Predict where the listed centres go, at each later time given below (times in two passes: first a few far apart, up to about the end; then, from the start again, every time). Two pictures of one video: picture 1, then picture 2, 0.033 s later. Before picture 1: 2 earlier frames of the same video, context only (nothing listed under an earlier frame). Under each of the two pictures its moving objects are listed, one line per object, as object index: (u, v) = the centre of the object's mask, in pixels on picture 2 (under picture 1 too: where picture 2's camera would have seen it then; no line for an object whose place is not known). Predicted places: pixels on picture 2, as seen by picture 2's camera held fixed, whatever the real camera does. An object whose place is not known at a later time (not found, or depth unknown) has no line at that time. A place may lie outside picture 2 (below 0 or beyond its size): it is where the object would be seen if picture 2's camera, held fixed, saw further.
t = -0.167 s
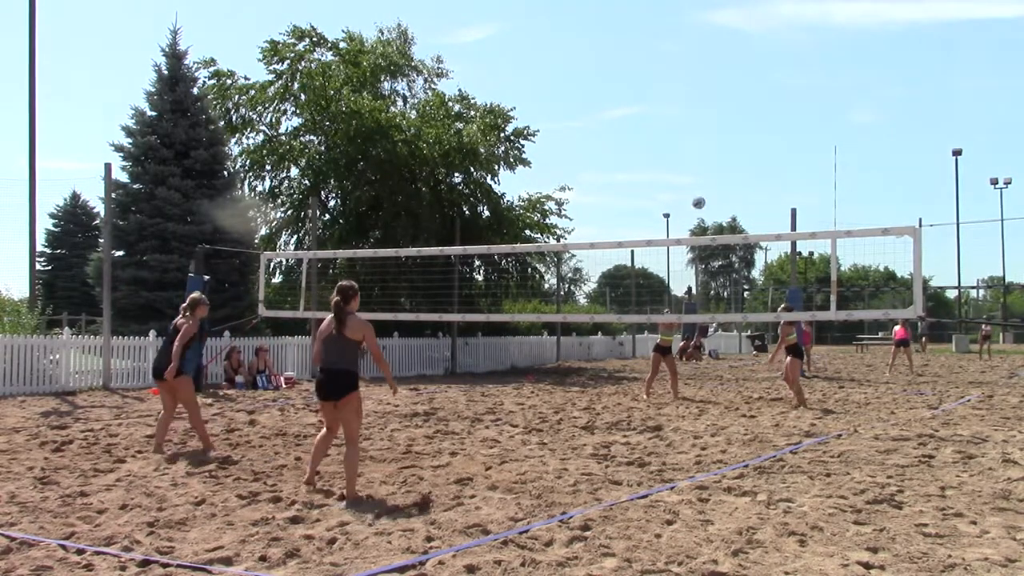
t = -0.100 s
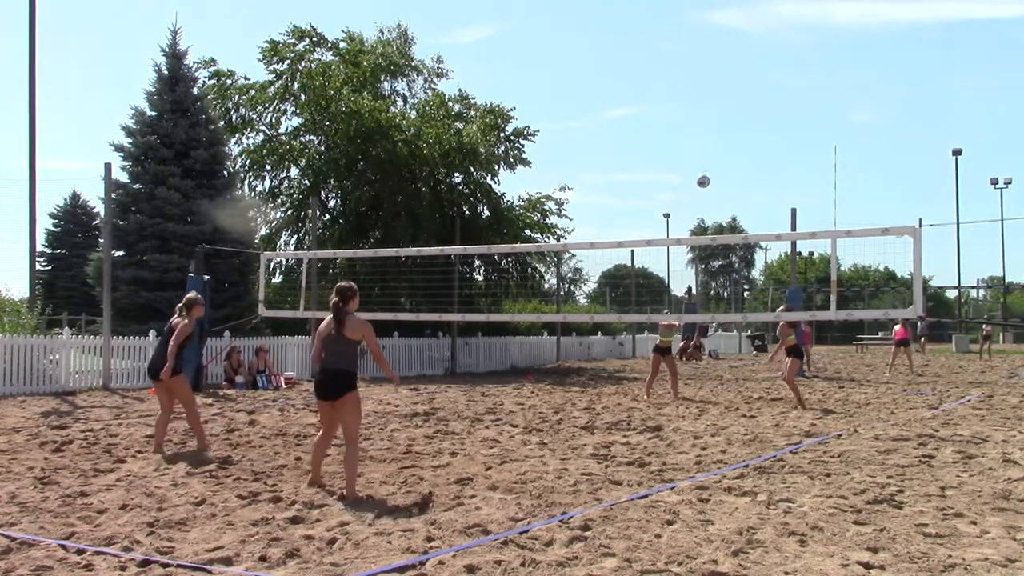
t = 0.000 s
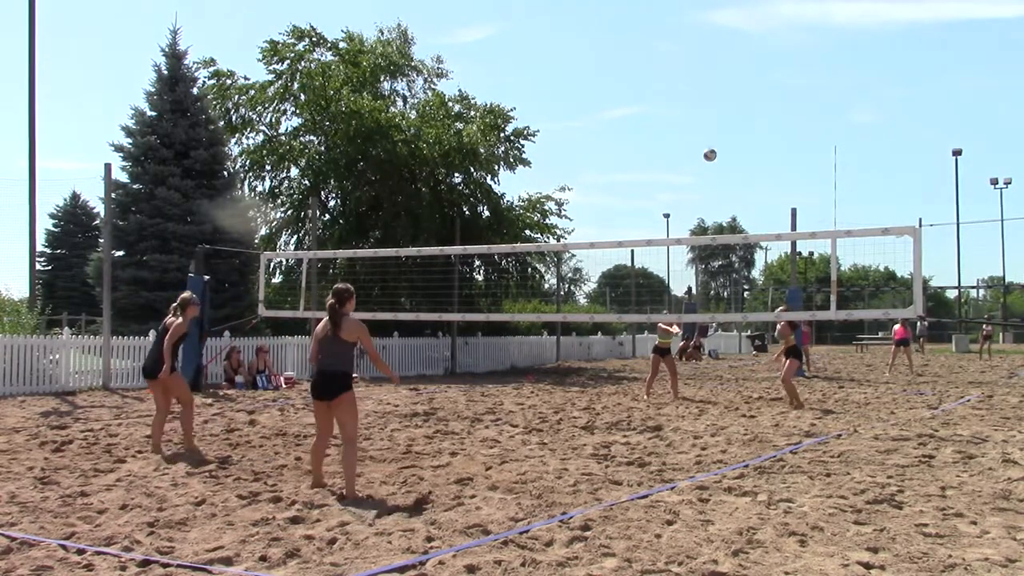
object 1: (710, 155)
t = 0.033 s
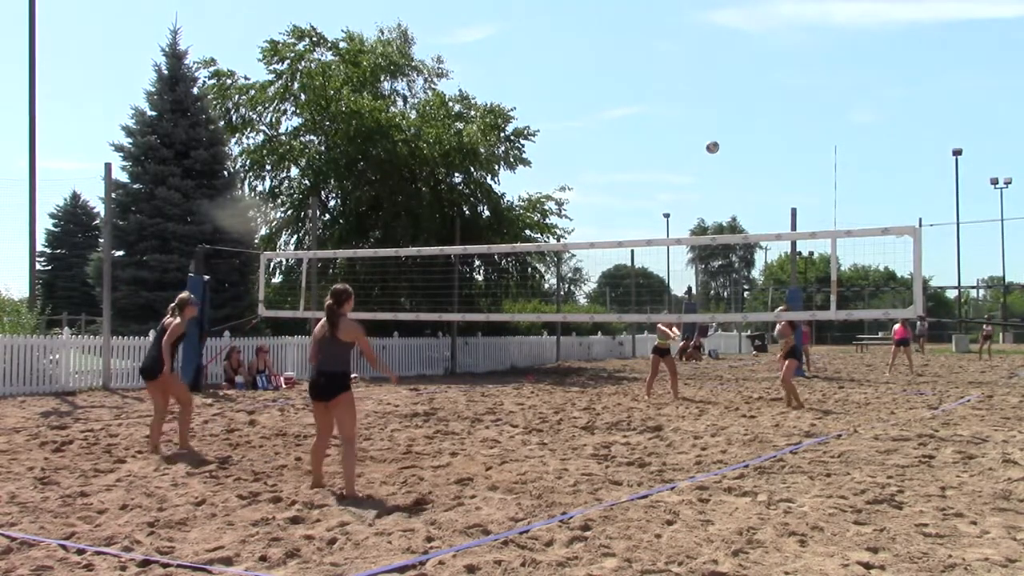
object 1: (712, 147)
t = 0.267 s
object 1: (728, 113)
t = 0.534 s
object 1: (745, 115)
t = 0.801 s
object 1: (763, 164)
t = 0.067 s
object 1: (714, 140)
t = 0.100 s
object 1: (717, 134)
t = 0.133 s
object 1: (719, 128)
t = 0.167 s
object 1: (721, 124)
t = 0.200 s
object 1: (723, 119)
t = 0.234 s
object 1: (725, 116)
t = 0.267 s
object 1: (728, 113)
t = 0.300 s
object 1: (730, 110)
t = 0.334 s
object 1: (732, 109)
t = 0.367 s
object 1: (734, 109)
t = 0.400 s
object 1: (736, 109)
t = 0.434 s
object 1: (738, 109)
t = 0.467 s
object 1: (740, 110)
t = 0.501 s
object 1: (743, 112)
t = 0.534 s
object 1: (745, 115)
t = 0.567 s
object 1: (747, 119)
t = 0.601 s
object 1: (749, 123)
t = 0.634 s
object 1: (752, 128)
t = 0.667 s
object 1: (754, 134)
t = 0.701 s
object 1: (756, 140)
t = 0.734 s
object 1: (758, 147)
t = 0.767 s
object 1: (760, 156)
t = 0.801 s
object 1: (763, 164)
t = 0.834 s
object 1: (764, 174)
